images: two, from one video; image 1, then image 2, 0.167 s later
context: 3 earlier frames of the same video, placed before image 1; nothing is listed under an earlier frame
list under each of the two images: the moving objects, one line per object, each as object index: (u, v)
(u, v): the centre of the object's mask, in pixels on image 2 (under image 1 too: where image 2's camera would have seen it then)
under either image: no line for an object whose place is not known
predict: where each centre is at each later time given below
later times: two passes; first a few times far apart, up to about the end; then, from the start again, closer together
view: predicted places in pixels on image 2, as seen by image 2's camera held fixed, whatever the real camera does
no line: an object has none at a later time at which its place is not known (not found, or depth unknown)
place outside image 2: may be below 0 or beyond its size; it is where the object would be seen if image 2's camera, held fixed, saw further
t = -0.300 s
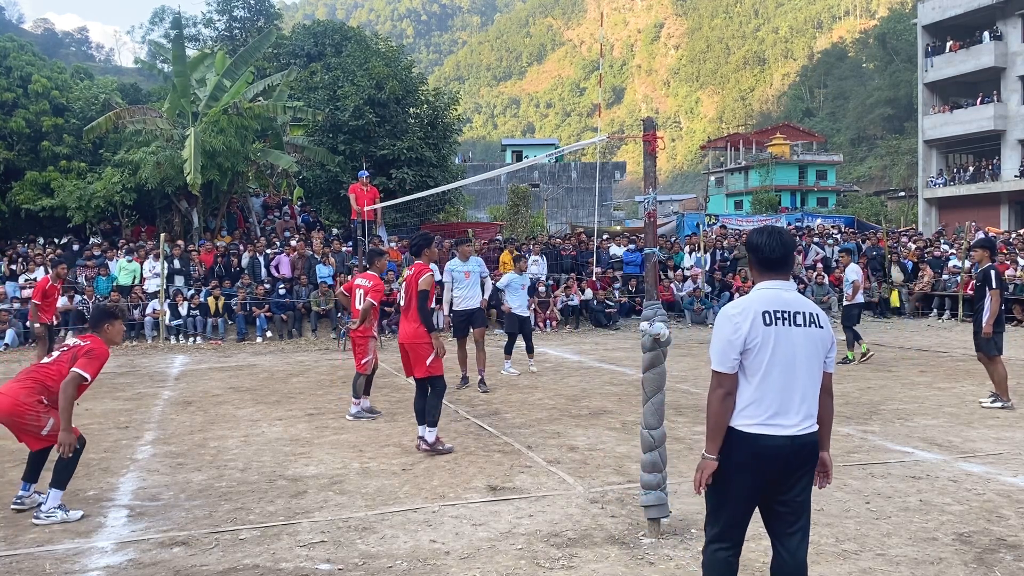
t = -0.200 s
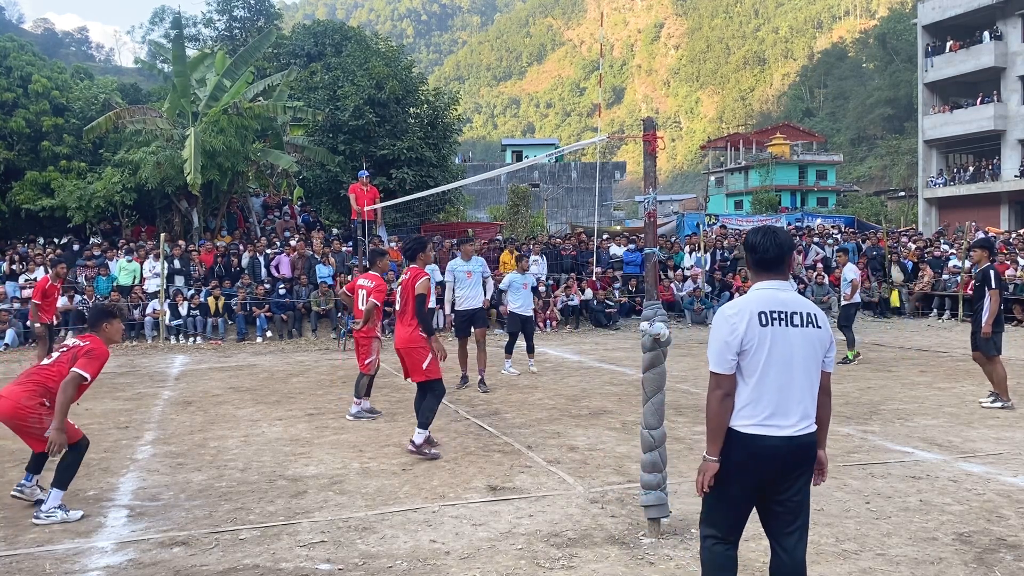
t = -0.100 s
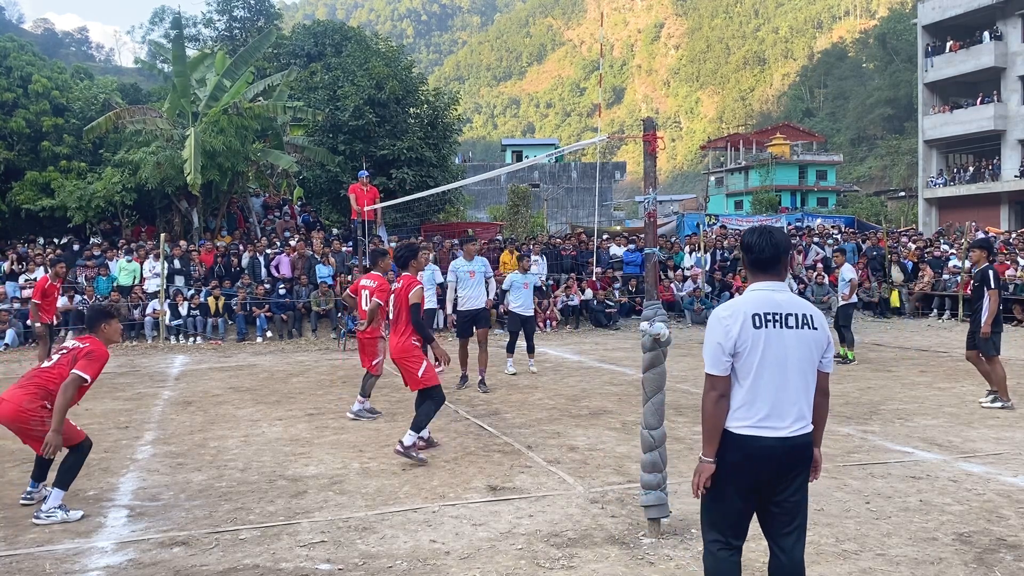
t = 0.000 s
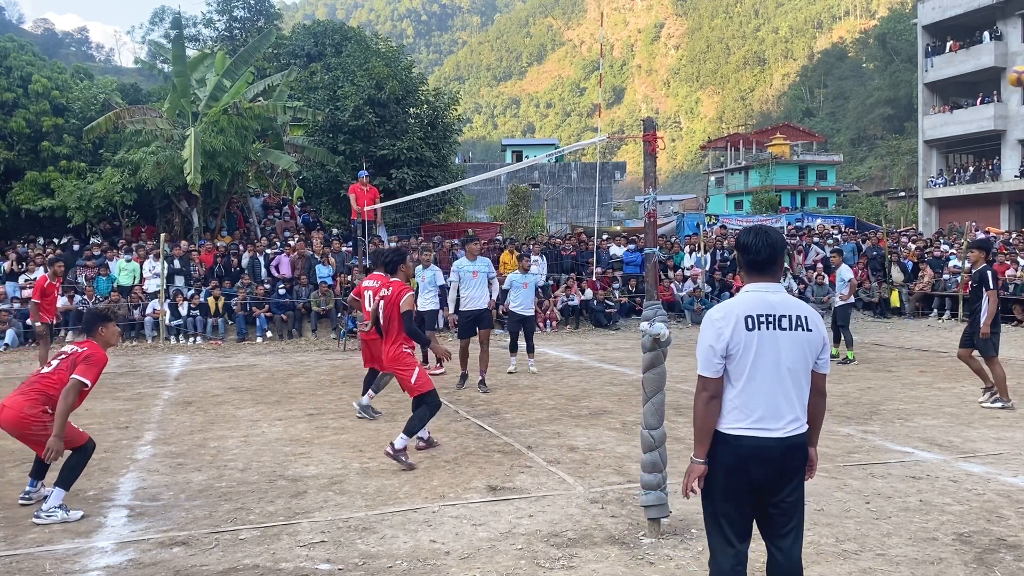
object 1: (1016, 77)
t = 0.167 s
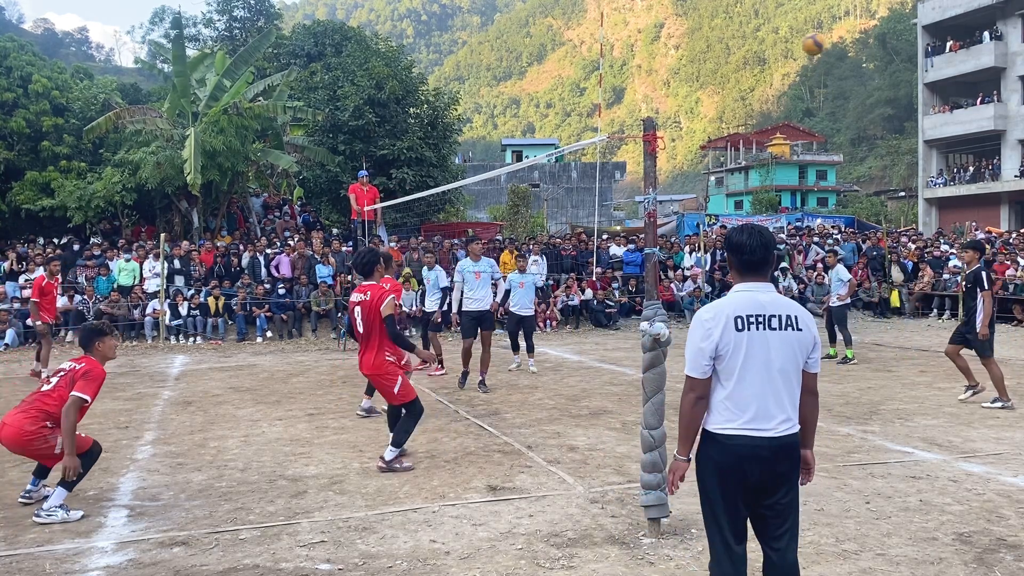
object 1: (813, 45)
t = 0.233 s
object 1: (726, 38)
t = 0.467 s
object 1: (402, 54)
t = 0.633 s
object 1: (145, 101)
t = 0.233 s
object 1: (726, 38)
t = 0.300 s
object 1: (637, 37)
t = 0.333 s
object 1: (591, 37)
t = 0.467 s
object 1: (402, 54)
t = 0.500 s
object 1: (353, 61)
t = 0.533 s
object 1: (303, 69)
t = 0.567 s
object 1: (252, 79)
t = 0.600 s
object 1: (198, 90)
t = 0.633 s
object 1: (145, 101)
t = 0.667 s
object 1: (91, 117)
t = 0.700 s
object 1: (34, 132)
